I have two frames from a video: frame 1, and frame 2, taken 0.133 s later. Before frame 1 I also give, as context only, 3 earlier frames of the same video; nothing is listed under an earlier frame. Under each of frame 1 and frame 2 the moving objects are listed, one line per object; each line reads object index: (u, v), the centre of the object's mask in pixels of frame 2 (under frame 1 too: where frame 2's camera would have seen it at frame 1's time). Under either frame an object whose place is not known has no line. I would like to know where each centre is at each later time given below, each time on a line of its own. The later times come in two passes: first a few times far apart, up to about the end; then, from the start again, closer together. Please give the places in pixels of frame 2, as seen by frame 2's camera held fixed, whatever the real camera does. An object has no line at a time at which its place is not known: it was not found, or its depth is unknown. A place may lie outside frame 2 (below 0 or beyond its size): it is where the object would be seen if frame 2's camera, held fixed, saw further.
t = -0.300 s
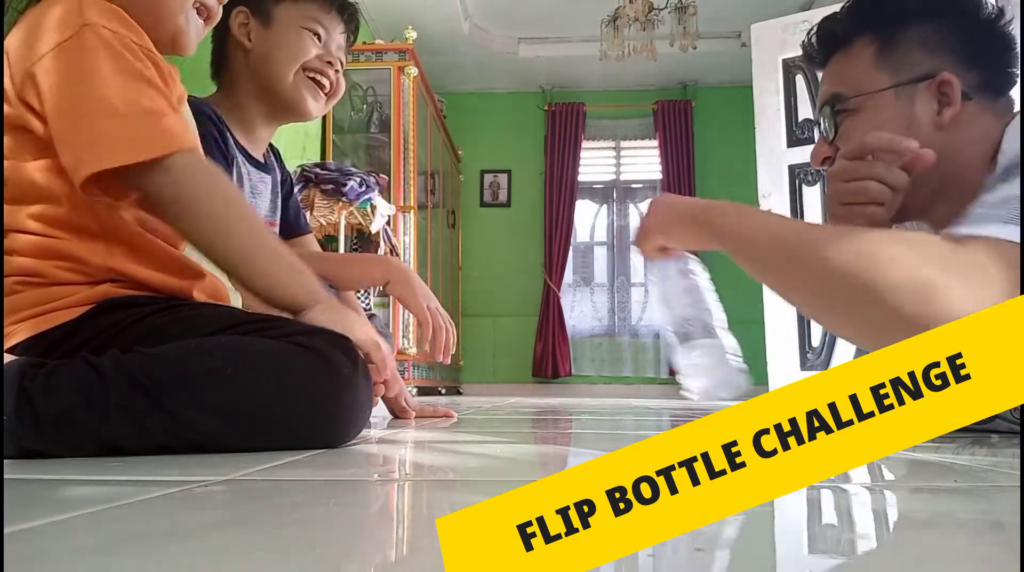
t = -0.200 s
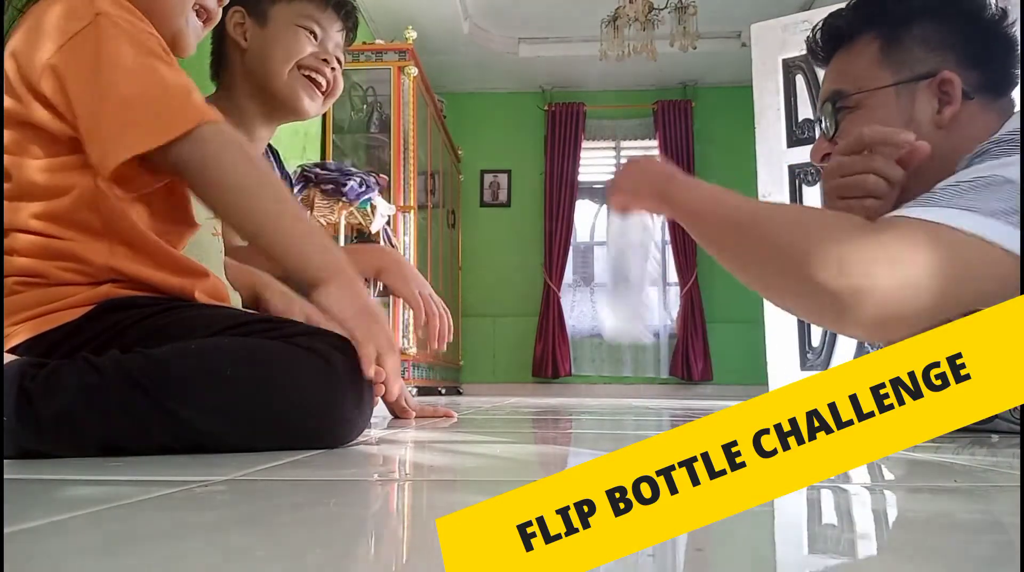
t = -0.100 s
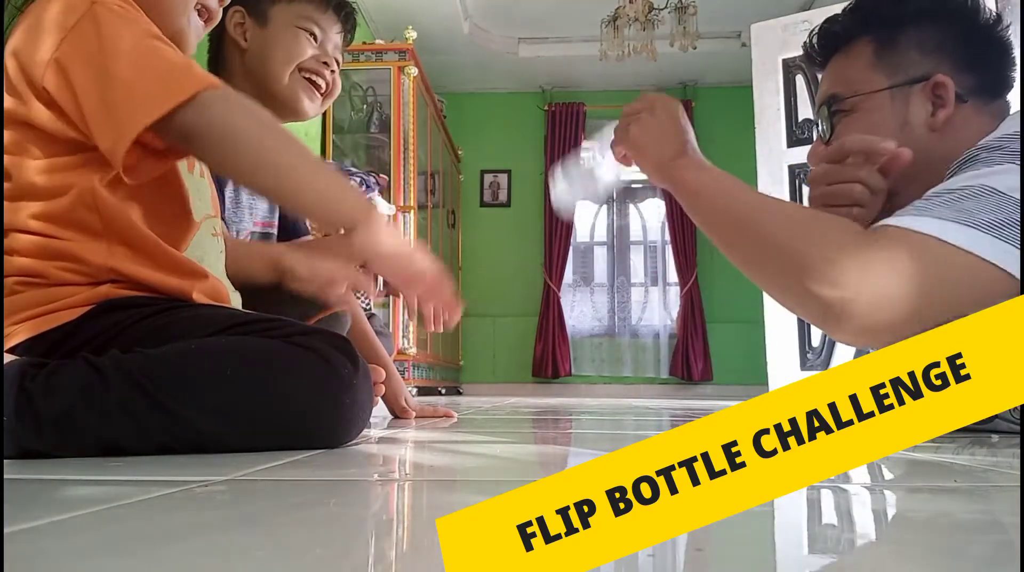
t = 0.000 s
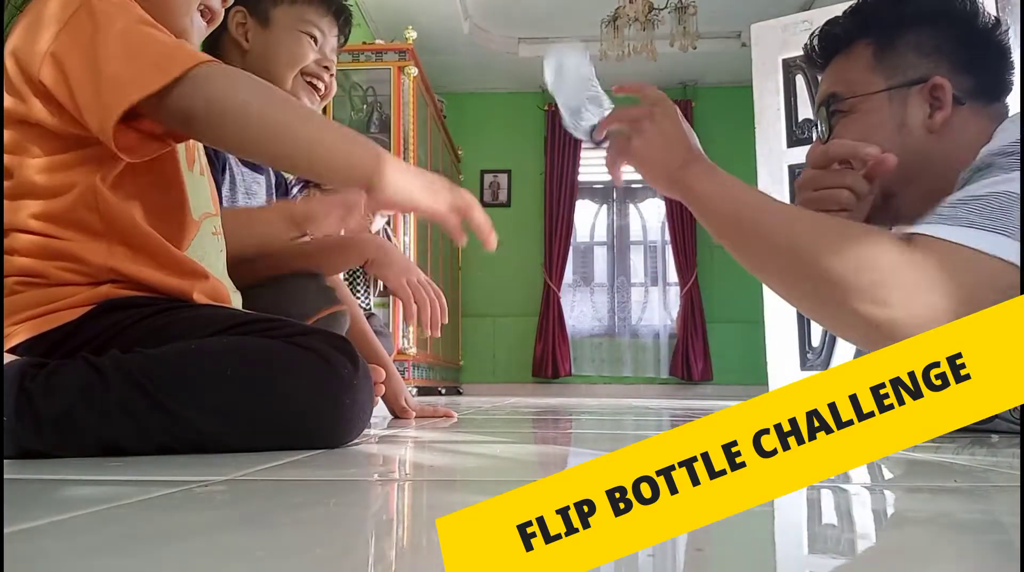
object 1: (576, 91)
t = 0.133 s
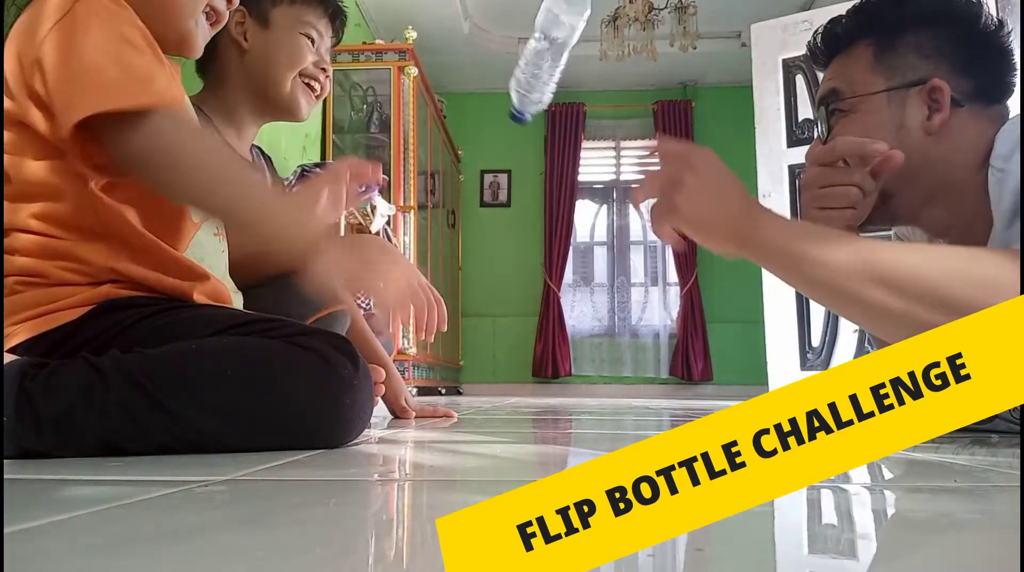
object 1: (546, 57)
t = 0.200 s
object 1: (546, 51)
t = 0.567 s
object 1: (528, 347)
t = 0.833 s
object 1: (534, 389)
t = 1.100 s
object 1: (535, 396)
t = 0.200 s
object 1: (546, 51)
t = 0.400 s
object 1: (534, 293)
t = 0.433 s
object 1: (531, 347)
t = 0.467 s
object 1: (530, 350)
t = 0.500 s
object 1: (527, 350)
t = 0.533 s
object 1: (527, 348)
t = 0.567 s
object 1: (528, 347)
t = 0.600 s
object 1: (529, 347)
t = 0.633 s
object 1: (530, 348)
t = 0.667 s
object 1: (531, 351)
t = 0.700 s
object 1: (533, 357)
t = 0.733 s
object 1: (535, 367)
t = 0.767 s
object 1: (538, 386)
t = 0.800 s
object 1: (537, 390)
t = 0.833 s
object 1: (534, 389)
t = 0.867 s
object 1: (532, 395)
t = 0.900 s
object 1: (534, 396)
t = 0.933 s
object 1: (536, 396)
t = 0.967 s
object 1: (536, 396)
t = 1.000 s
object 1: (535, 396)
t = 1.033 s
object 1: (535, 396)
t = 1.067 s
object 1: (536, 396)
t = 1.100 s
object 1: (535, 396)
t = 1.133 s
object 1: (533, 397)
